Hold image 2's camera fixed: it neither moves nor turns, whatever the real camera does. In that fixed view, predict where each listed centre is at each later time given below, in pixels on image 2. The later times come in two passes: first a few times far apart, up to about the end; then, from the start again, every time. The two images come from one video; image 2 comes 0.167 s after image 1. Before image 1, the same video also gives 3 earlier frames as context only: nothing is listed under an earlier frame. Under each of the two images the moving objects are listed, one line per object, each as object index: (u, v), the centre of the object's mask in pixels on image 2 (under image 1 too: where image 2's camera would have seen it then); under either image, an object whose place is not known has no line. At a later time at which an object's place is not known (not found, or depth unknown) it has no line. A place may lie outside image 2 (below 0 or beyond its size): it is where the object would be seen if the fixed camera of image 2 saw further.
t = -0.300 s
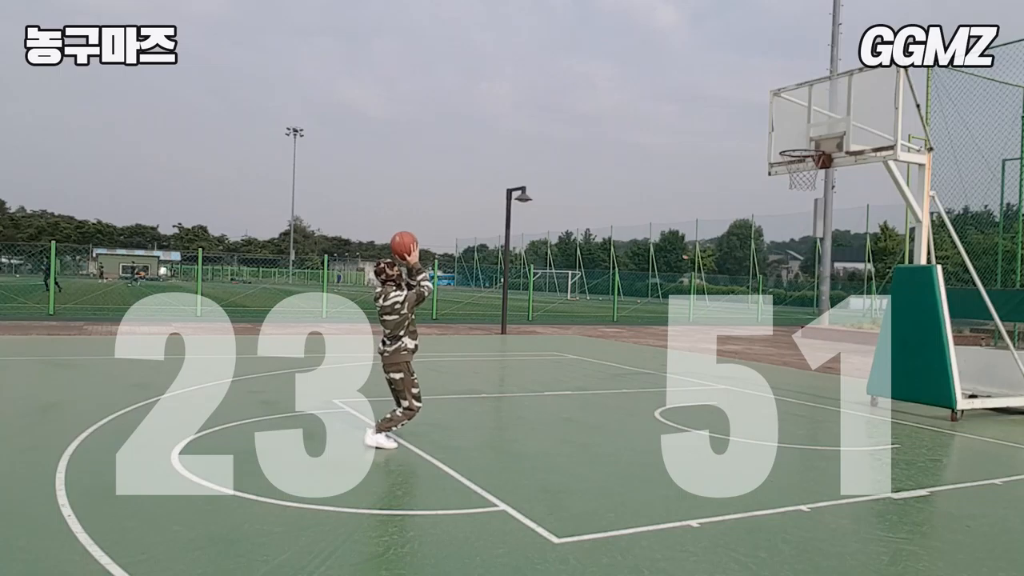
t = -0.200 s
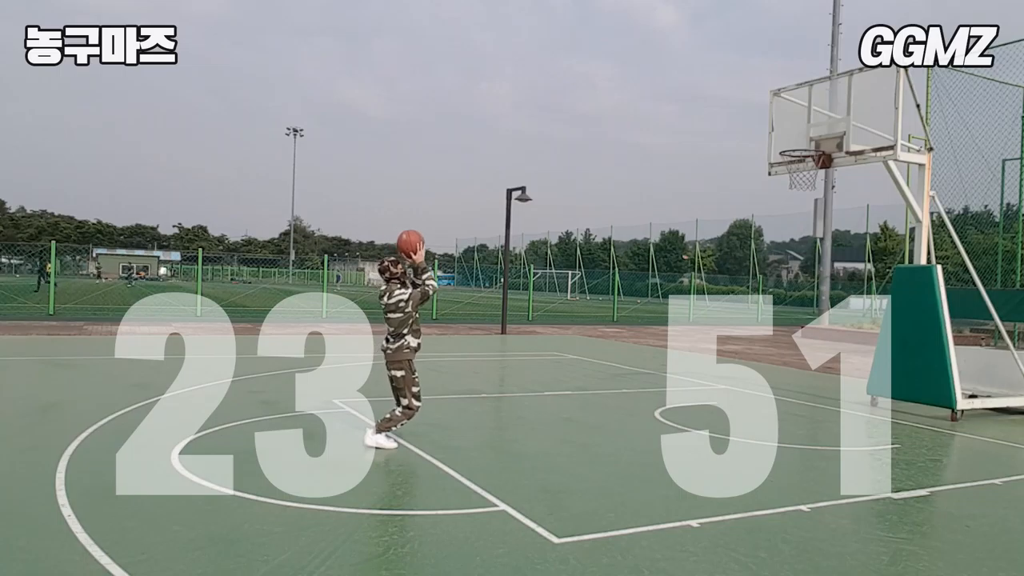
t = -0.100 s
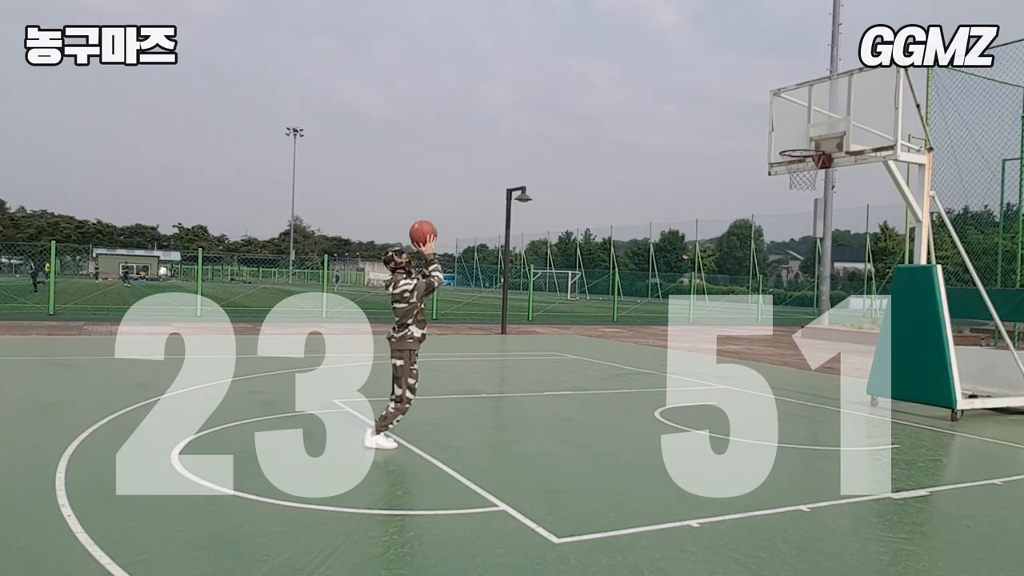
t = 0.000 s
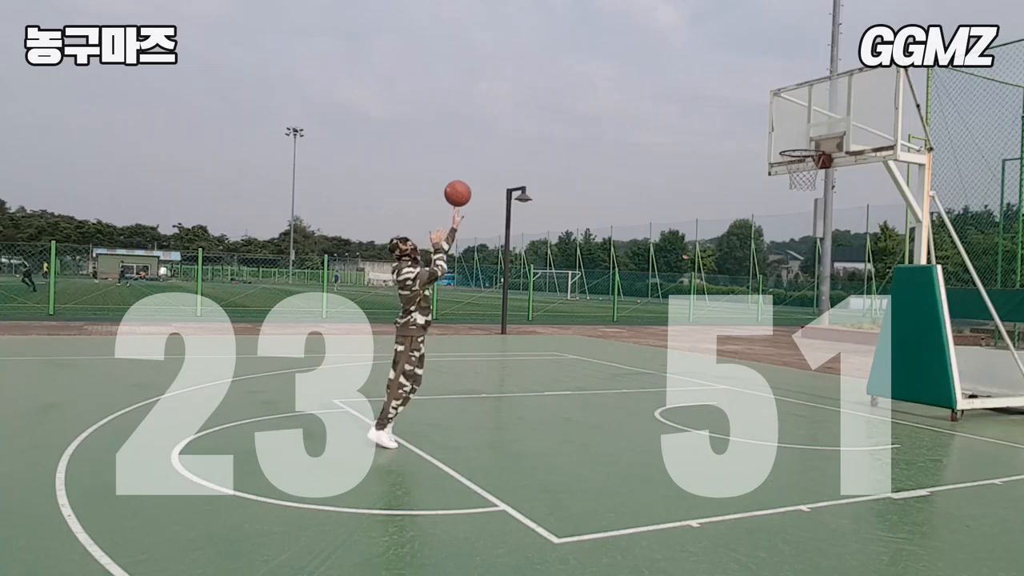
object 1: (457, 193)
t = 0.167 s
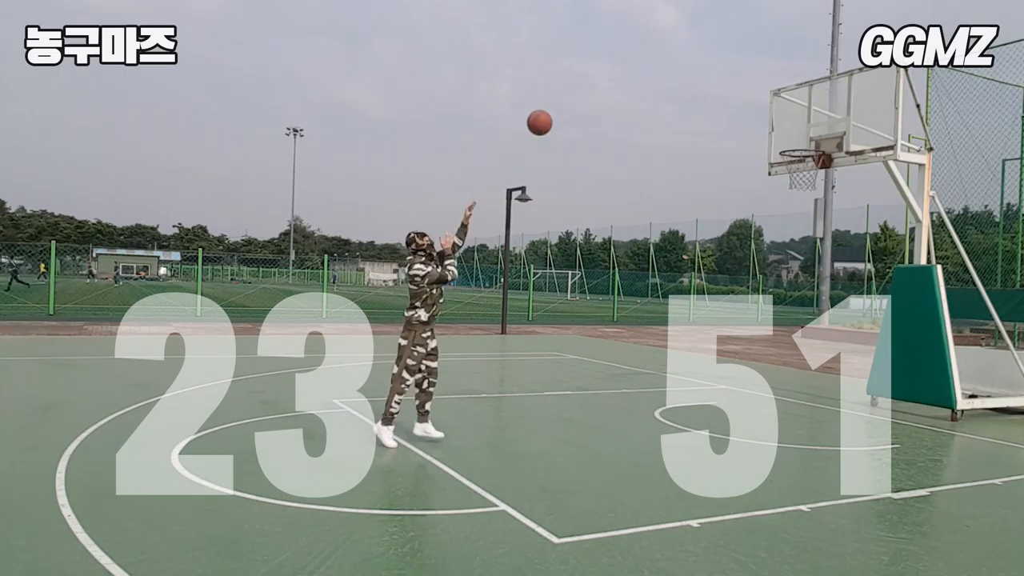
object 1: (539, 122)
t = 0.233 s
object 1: (569, 104)
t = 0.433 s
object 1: (653, 79)
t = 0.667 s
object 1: (736, 98)
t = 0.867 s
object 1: (797, 151)
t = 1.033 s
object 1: (816, 203)
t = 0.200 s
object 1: (554, 112)
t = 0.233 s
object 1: (569, 104)
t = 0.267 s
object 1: (584, 97)
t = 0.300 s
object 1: (599, 91)
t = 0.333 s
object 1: (612, 86)
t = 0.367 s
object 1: (626, 83)
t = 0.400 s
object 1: (640, 80)
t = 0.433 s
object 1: (653, 79)
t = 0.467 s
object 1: (666, 79)
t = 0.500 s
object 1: (678, 79)
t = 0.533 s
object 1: (690, 81)
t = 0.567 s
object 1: (702, 84)
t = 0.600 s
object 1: (713, 88)
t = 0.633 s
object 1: (725, 93)
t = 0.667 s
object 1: (736, 98)
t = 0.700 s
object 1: (746, 105)
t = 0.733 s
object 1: (757, 113)
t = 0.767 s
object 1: (767, 121)
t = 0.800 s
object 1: (778, 130)
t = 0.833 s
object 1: (787, 140)
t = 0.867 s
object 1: (797, 151)
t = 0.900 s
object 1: (805, 162)
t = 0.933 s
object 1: (808, 172)
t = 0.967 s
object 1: (811, 182)
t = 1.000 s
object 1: (814, 191)
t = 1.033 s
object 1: (816, 203)
